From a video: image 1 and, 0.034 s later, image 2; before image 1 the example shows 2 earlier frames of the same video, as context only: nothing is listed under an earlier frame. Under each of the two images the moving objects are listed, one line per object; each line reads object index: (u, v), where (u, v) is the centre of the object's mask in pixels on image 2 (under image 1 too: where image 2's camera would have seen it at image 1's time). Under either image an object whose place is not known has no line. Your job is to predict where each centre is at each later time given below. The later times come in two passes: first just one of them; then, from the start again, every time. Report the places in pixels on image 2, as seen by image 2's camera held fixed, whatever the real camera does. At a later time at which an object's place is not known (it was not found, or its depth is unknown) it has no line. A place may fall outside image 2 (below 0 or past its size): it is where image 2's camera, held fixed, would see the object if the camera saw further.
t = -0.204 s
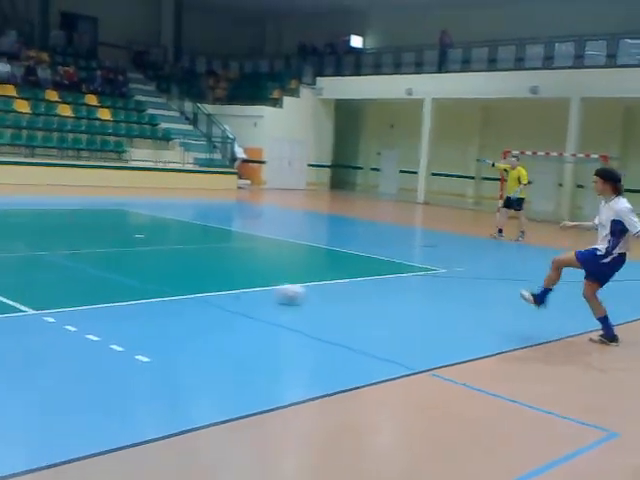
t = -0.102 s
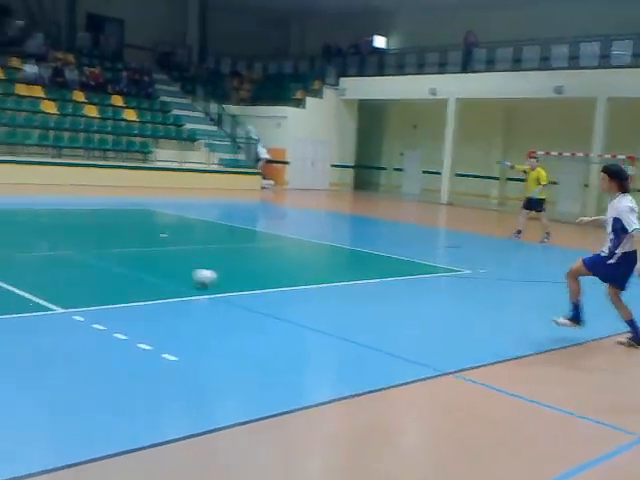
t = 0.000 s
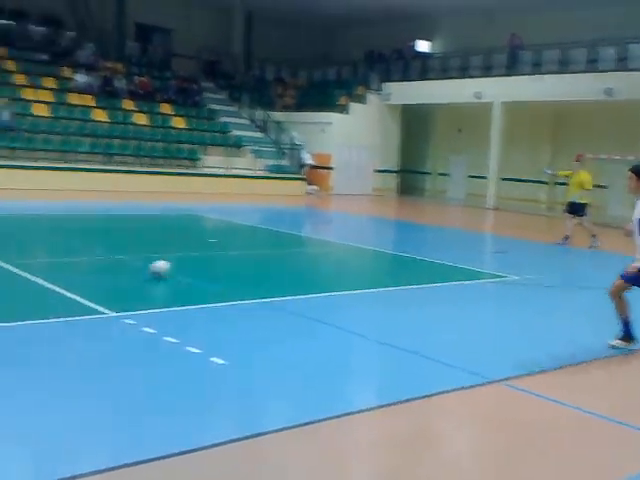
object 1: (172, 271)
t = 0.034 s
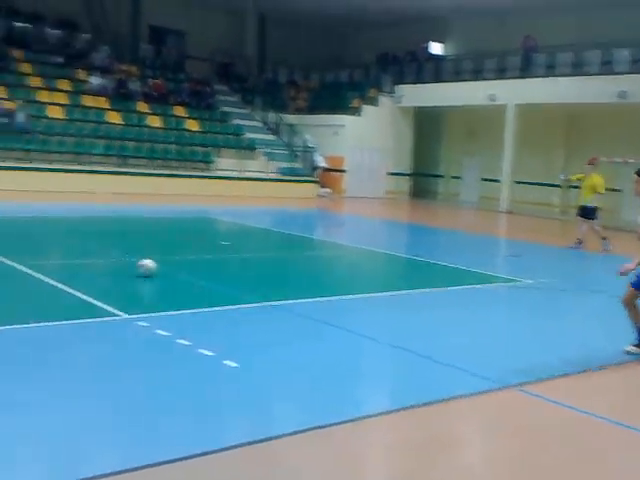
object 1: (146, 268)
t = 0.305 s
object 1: (-13, 239)
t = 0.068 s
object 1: (123, 263)
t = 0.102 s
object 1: (100, 260)
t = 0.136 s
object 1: (78, 256)
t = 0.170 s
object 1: (58, 252)
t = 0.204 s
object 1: (39, 250)
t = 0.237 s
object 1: (21, 247)
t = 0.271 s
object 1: (3, 242)
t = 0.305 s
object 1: (-13, 239)
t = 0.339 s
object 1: (-30, 238)
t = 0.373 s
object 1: (-45, 235)
